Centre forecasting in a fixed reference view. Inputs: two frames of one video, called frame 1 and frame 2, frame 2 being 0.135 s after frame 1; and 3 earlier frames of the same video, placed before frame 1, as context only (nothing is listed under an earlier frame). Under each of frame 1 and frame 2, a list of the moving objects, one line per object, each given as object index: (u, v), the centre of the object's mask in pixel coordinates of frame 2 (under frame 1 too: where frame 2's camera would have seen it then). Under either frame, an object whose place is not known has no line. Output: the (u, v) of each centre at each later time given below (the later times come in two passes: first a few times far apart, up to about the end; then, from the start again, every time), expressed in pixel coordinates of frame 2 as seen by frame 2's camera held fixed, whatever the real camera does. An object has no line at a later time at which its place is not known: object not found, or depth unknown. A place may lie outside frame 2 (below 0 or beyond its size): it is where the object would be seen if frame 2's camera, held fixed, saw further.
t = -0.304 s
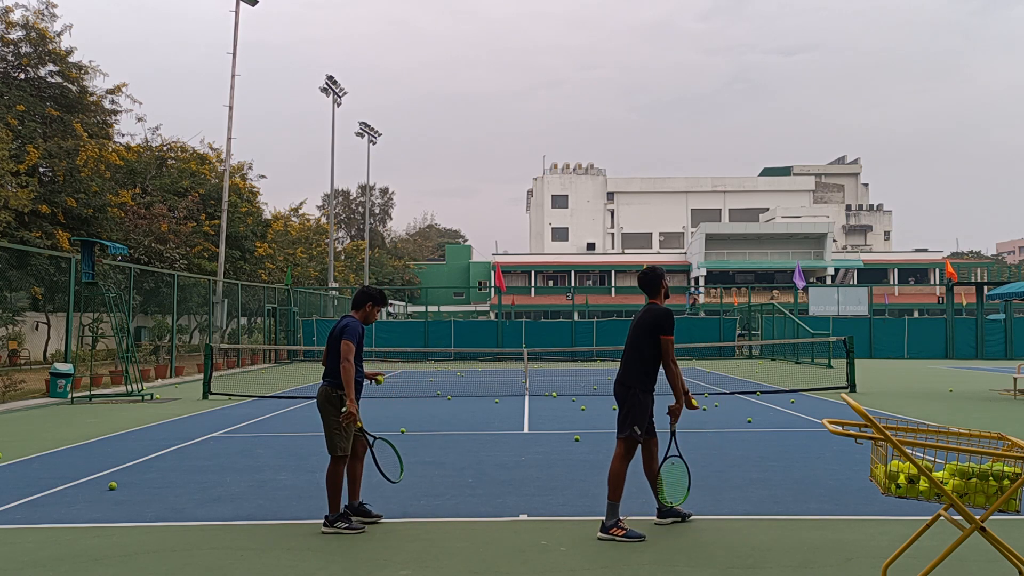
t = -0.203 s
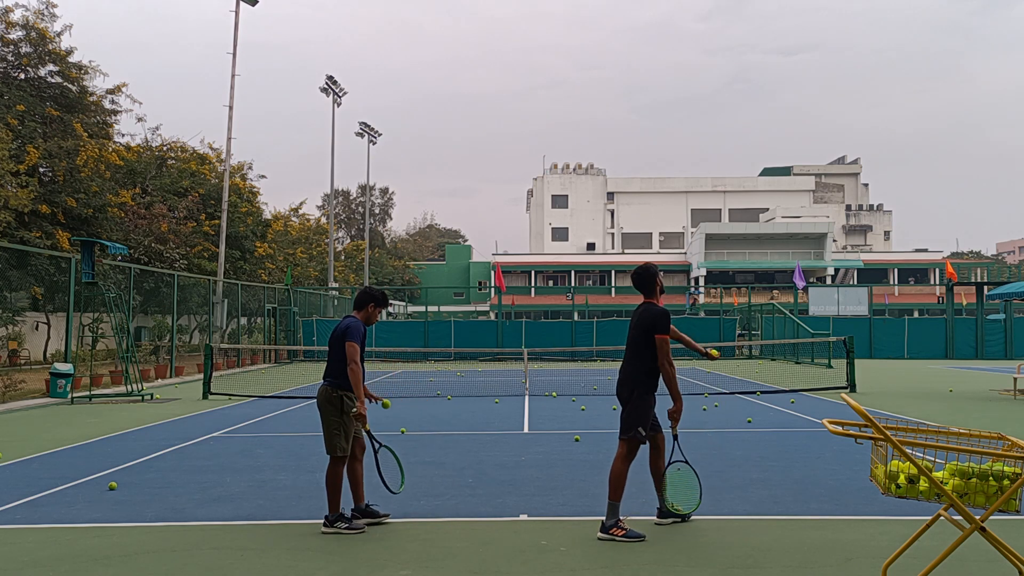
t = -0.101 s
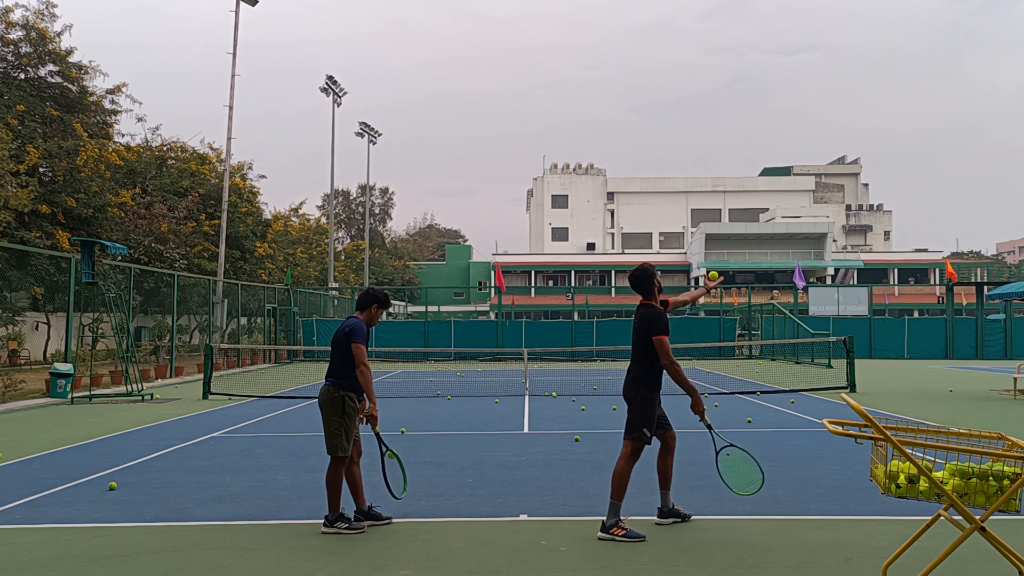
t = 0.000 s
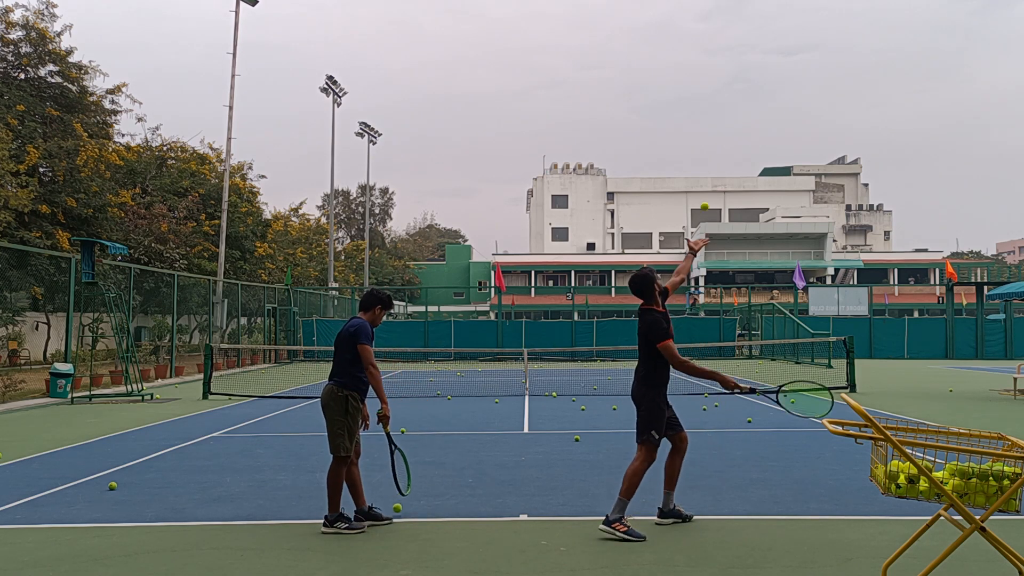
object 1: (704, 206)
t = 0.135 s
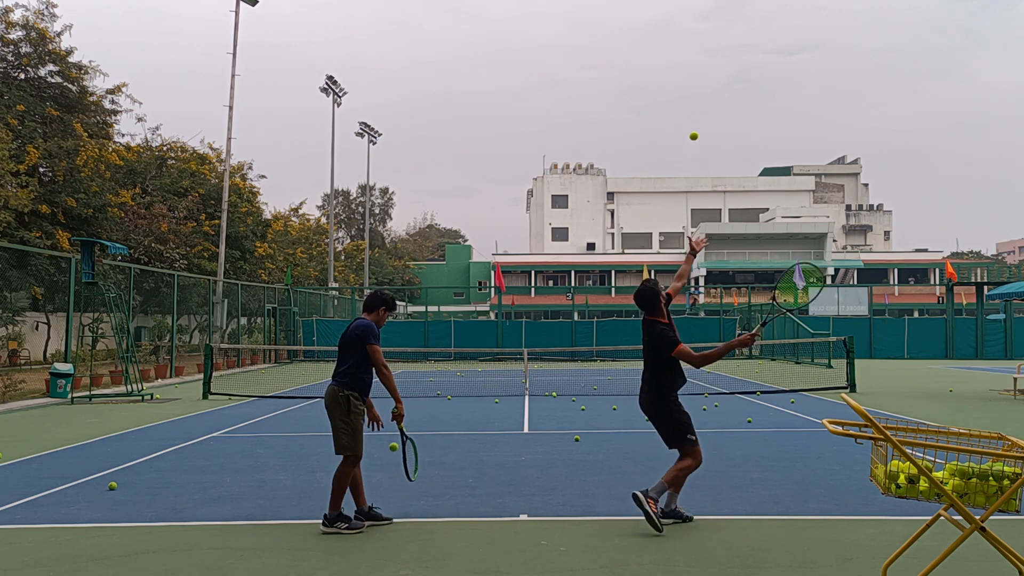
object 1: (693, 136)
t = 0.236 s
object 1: (686, 99)
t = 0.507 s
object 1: (666, 64)
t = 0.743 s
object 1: (650, 108)
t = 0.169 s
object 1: (691, 122)
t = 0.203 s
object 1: (688, 110)
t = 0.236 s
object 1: (686, 99)
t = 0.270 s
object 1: (683, 90)
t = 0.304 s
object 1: (681, 82)
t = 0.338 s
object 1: (678, 75)
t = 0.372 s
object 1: (676, 70)
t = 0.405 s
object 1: (673, 66)
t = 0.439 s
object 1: (671, 64)
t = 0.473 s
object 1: (668, 63)
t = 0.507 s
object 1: (666, 64)
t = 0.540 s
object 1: (664, 66)
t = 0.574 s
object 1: (661, 69)
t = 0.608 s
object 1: (659, 74)
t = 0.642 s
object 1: (657, 81)
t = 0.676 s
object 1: (654, 88)
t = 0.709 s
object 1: (652, 97)
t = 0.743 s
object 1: (650, 108)
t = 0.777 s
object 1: (648, 120)
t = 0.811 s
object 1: (646, 133)
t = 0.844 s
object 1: (644, 148)
